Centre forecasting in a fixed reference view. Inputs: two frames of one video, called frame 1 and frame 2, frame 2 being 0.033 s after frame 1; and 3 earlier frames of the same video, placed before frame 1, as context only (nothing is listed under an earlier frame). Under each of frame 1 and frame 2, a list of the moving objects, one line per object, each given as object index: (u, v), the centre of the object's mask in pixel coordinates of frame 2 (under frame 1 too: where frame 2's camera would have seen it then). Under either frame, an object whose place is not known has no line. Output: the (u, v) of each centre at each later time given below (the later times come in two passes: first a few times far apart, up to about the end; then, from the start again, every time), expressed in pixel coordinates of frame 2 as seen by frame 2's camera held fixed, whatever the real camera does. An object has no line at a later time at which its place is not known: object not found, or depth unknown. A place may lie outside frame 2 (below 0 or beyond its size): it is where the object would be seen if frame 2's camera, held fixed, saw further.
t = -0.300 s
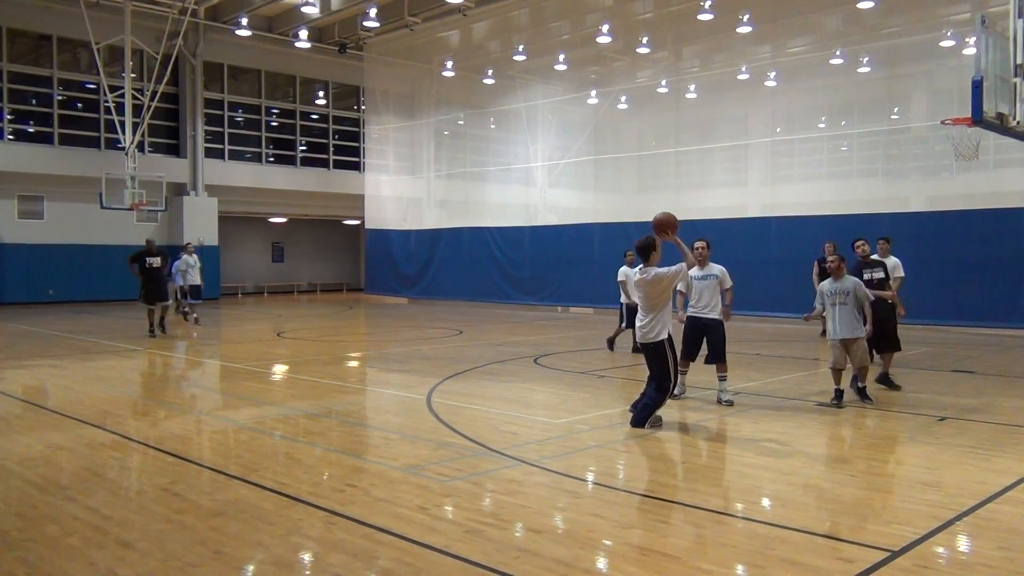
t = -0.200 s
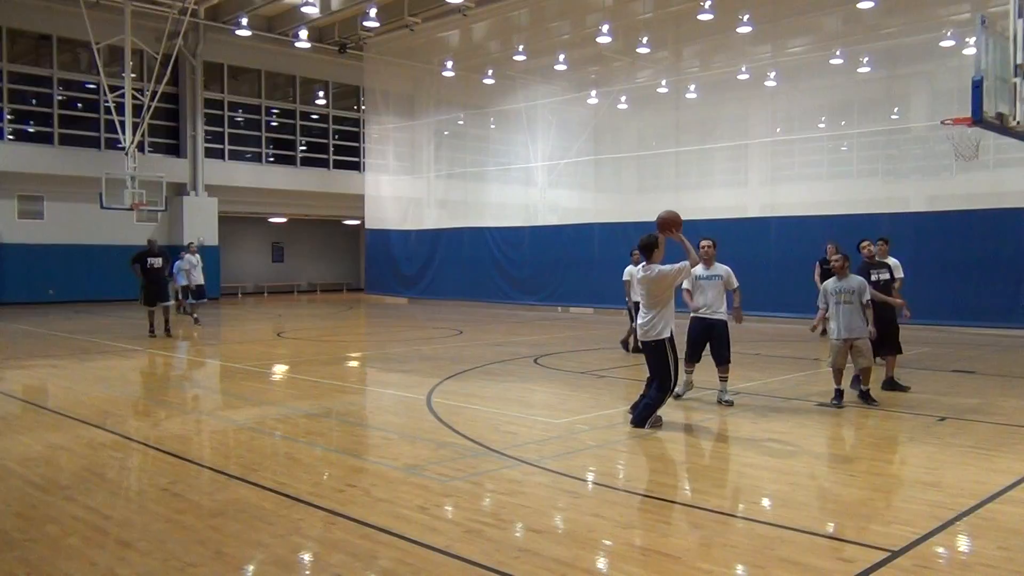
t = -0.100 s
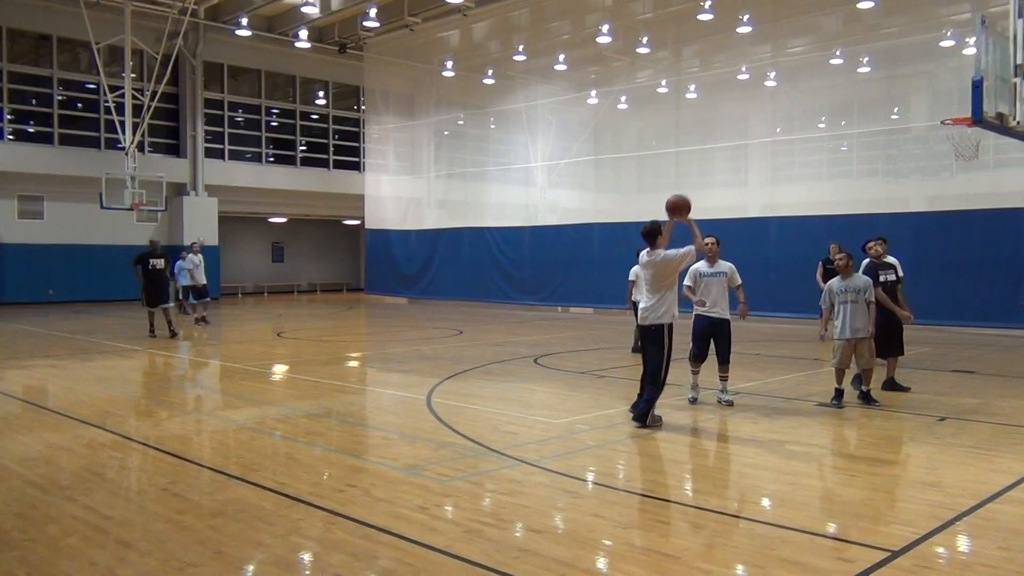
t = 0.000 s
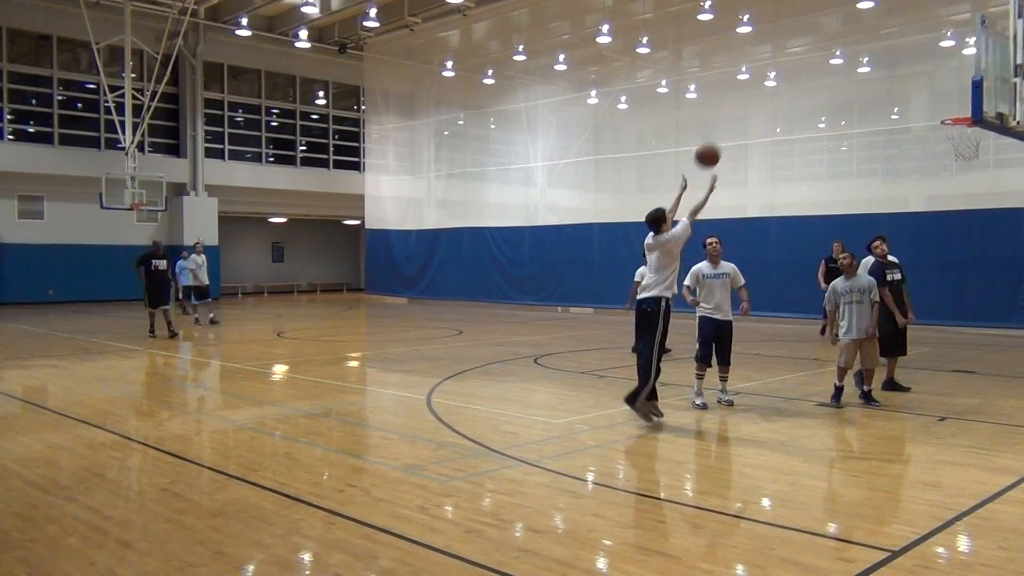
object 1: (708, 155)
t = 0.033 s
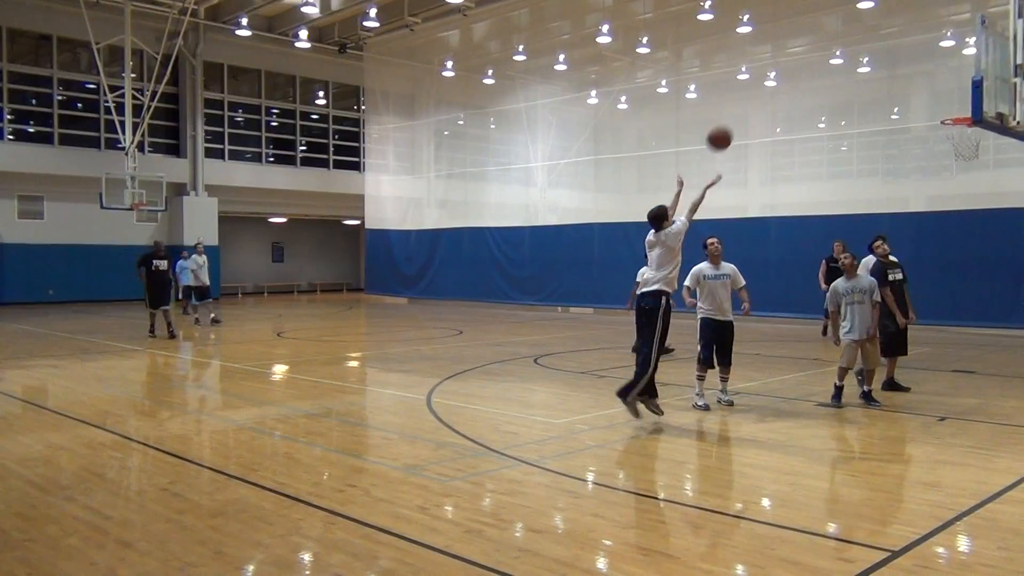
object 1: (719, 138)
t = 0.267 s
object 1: (798, 54)
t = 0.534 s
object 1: (877, 29)
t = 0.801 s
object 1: (945, 70)
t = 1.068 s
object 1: (959, 111)
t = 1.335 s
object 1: (963, 112)
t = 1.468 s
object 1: (946, 140)
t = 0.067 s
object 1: (731, 122)
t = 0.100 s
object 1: (743, 108)
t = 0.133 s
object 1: (754, 94)
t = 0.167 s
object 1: (765, 82)
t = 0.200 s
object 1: (777, 71)
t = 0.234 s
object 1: (787, 62)
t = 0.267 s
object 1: (798, 54)
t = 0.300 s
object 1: (809, 47)
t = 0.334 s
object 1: (819, 41)
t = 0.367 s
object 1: (829, 37)
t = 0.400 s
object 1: (839, 33)
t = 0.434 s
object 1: (849, 29)
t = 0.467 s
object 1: (858, 28)
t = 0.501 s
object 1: (867, 28)
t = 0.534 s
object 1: (877, 29)
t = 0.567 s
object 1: (886, 30)
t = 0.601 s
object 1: (895, 33)
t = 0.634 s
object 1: (904, 37)
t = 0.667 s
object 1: (912, 41)
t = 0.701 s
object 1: (921, 47)
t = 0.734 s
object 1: (929, 54)
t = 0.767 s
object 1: (937, 61)
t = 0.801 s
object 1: (945, 70)
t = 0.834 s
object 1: (953, 80)
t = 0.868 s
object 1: (961, 89)
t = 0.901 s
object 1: (965, 101)
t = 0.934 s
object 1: (969, 111)
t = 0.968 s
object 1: (966, 113)
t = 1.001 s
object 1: (958, 114)
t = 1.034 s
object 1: (956, 114)
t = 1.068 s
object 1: (959, 111)
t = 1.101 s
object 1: (961, 108)
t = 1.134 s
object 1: (962, 106)
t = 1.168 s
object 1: (964, 104)
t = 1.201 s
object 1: (965, 103)
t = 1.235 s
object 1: (966, 103)
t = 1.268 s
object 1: (967, 104)
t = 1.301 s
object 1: (966, 107)
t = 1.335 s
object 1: (963, 112)
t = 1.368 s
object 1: (961, 117)
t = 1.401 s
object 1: (956, 124)
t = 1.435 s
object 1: (951, 131)
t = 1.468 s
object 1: (946, 140)
